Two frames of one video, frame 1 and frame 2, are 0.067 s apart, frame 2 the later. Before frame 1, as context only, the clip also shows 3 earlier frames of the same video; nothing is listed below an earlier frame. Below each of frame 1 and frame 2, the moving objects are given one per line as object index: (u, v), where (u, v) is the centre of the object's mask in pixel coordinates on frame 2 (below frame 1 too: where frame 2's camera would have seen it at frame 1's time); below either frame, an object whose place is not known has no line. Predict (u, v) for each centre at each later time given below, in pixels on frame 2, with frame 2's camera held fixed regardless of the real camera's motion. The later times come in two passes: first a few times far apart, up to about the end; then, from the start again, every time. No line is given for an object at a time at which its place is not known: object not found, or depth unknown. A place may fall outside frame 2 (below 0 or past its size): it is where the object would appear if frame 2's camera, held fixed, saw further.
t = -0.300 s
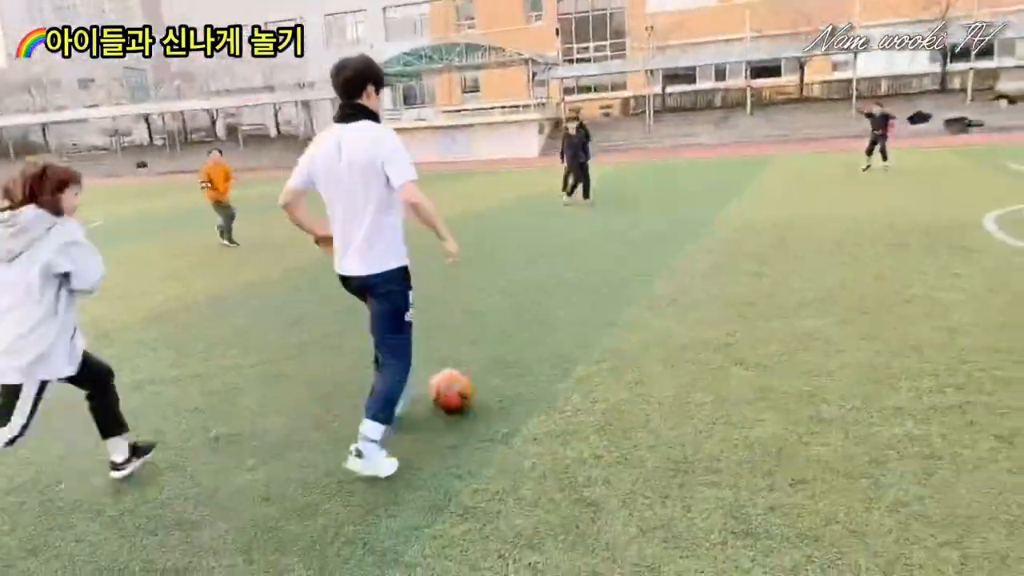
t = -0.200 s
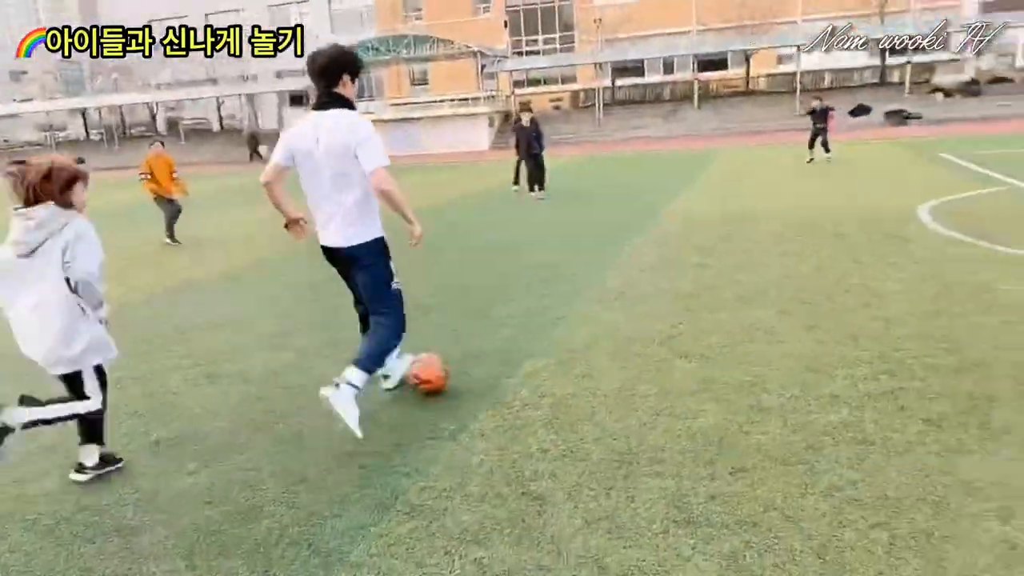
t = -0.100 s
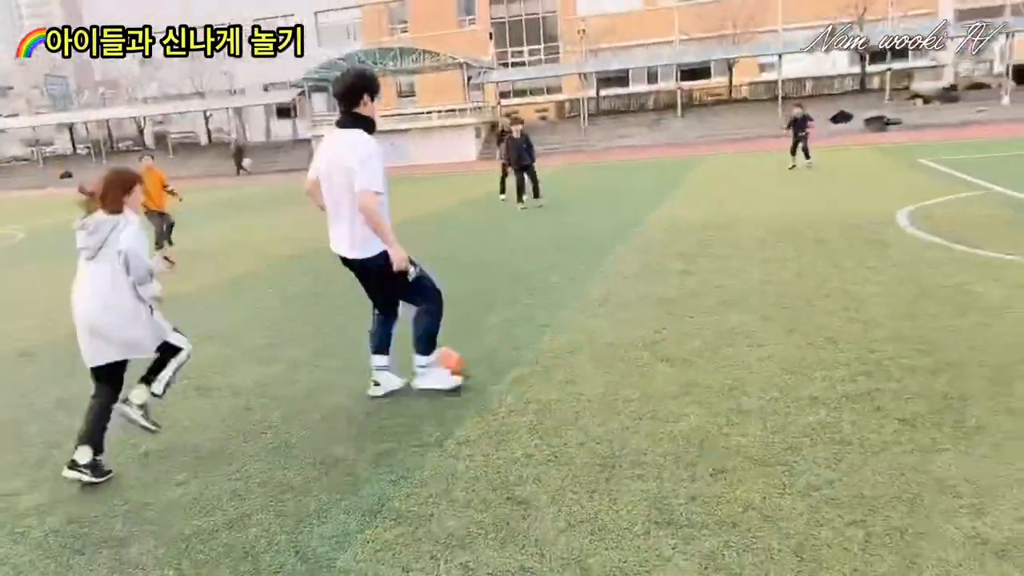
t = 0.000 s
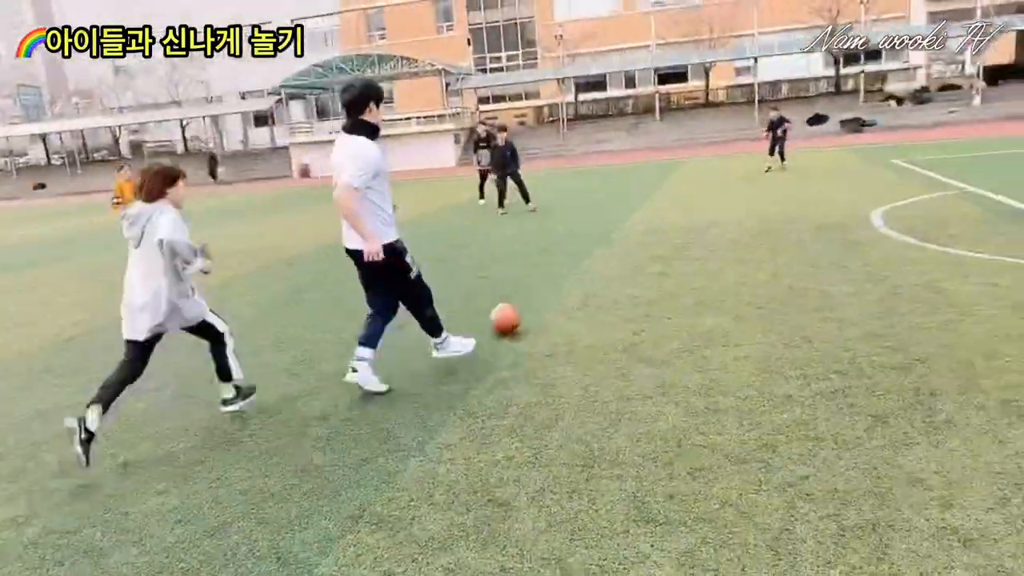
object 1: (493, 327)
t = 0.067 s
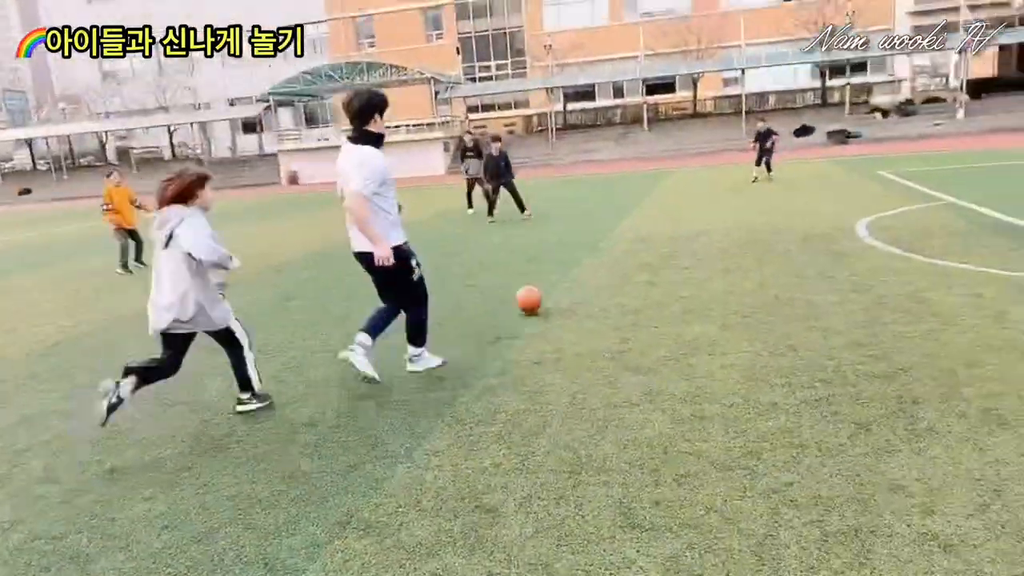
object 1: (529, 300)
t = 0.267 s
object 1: (598, 249)
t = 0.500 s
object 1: (641, 214)
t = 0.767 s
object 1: (669, 205)
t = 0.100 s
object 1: (544, 290)
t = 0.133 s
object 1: (558, 281)
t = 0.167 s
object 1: (571, 273)
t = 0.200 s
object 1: (580, 262)
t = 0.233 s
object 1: (589, 255)
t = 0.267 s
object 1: (598, 249)
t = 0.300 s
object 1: (606, 244)
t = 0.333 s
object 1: (614, 240)
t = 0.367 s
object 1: (621, 238)
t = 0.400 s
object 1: (626, 233)
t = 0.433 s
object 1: (631, 226)
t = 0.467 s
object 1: (636, 220)
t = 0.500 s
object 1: (641, 214)
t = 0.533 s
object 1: (646, 211)
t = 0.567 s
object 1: (649, 209)
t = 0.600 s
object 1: (653, 207)
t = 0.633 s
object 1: (657, 207)
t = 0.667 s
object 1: (661, 207)
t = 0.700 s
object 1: (664, 208)
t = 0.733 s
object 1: (667, 209)
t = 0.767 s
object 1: (669, 205)
